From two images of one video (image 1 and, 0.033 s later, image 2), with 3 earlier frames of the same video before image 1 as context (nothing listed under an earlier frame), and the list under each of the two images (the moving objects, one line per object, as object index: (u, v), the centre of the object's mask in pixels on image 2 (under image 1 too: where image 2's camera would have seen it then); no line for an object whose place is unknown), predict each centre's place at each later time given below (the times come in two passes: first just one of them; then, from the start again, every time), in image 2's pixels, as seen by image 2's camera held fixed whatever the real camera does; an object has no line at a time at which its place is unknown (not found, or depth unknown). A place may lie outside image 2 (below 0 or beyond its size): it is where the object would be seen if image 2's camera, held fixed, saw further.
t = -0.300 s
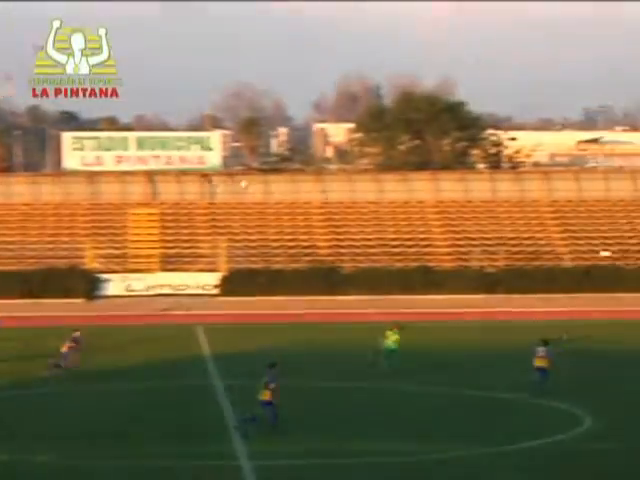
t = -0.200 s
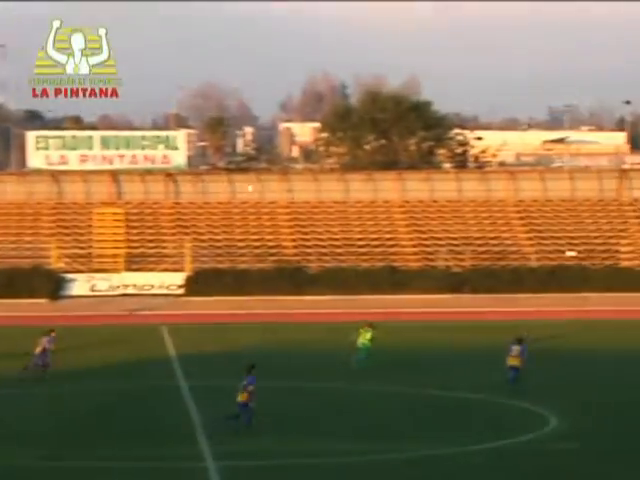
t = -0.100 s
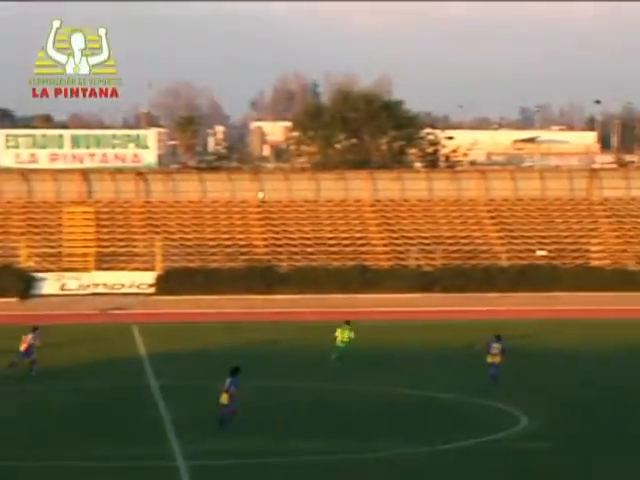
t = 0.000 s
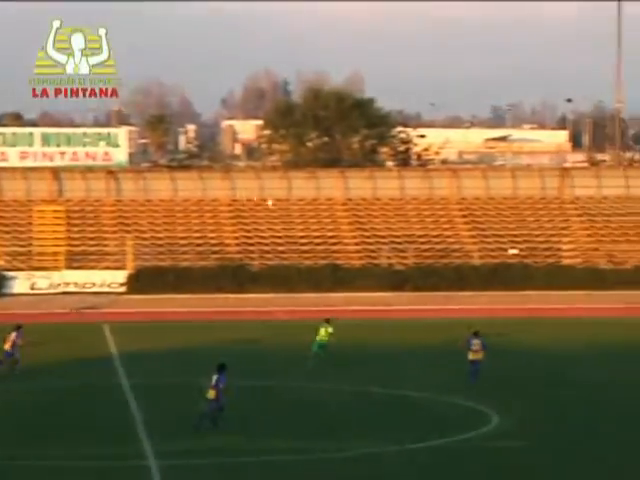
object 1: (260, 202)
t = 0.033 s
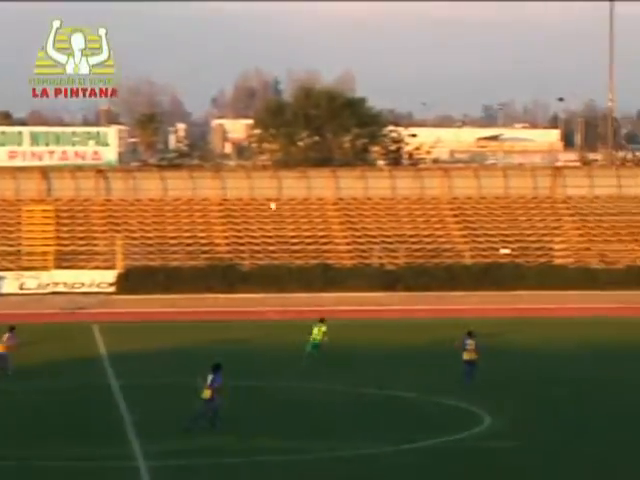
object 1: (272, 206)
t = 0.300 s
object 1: (365, 241)
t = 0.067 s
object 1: (284, 209)
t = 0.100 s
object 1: (296, 213)
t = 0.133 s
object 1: (308, 218)
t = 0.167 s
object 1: (320, 223)
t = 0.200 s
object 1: (331, 227)
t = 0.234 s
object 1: (343, 231)
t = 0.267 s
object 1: (354, 236)
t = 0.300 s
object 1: (365, 241)
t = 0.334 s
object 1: (376, 246)
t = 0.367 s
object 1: (387, 252)
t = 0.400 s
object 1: (398, 257)
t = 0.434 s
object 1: (409, 264)
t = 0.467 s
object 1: (420, 269)
